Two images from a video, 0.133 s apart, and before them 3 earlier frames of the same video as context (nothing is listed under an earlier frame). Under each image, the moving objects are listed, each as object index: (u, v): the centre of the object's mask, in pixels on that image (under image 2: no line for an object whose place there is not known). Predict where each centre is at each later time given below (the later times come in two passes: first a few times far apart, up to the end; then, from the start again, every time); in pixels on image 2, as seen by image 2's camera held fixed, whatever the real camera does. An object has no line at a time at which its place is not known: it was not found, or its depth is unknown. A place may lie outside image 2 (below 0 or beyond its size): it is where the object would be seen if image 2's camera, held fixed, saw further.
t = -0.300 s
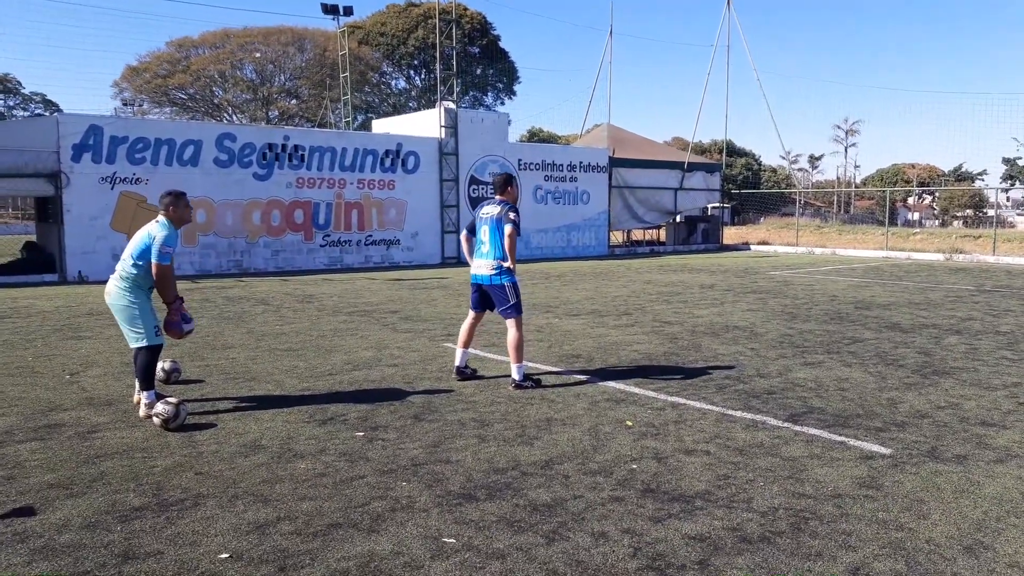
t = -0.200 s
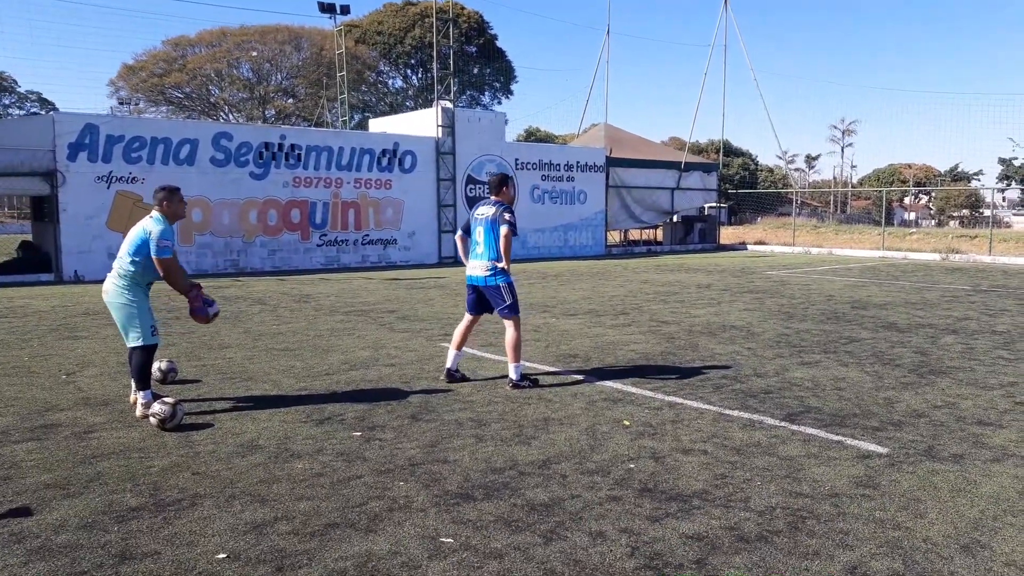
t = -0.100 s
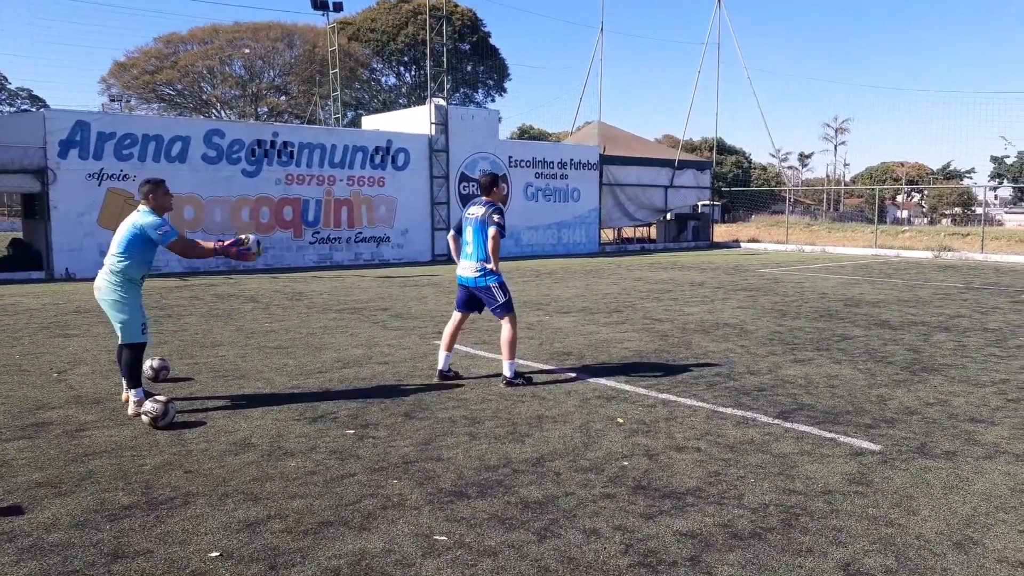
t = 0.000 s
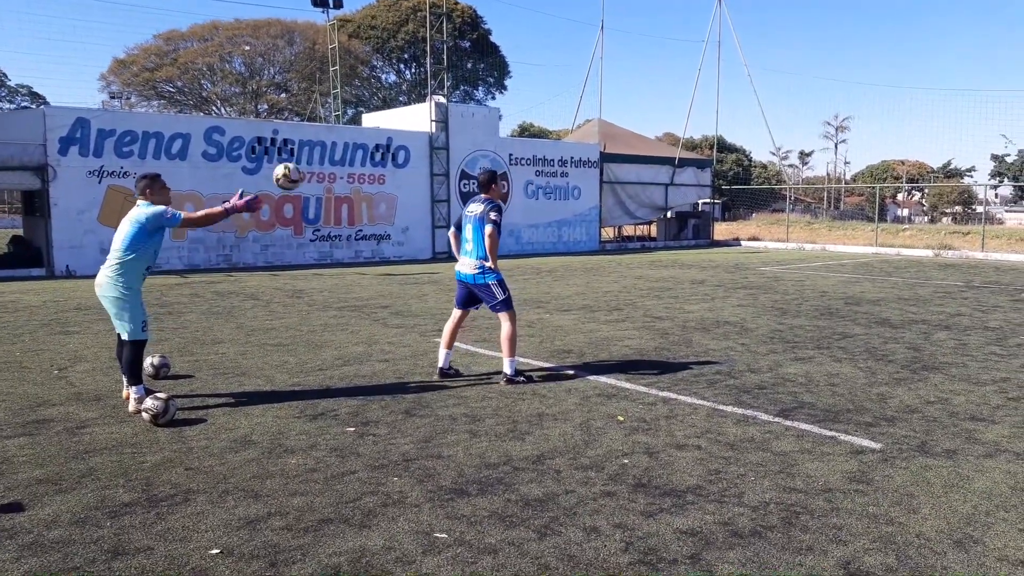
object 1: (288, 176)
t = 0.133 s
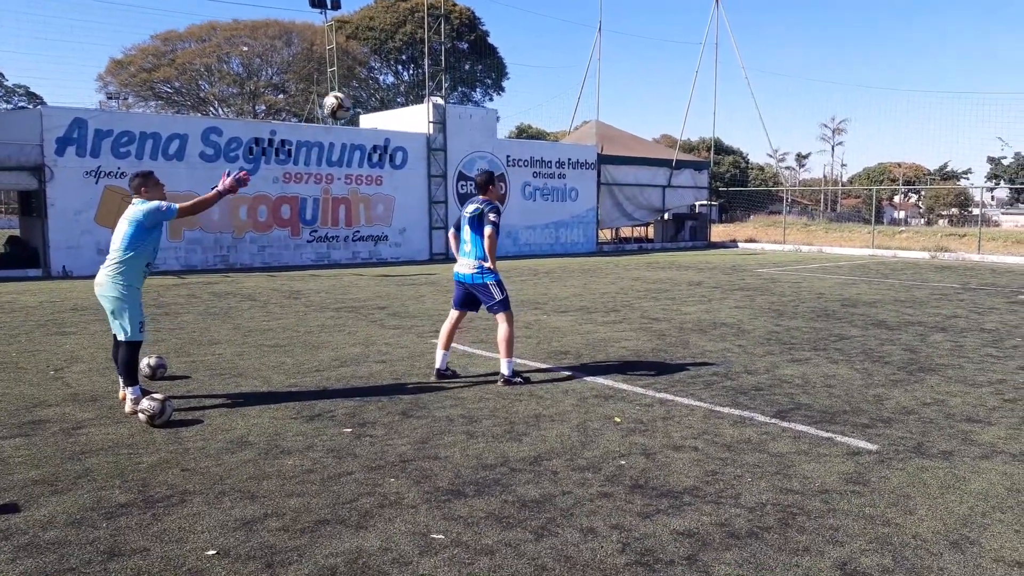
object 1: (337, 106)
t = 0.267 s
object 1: (389, 59)
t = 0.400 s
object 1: (440, 34)
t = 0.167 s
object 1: (351, 92)
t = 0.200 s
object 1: (363, 79)
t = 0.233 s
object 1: (376, 68)
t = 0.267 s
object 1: (389, 59)
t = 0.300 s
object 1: (402, 51)
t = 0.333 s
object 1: (414, 43)
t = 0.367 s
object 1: (427, 39)
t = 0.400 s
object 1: (440, 34)
